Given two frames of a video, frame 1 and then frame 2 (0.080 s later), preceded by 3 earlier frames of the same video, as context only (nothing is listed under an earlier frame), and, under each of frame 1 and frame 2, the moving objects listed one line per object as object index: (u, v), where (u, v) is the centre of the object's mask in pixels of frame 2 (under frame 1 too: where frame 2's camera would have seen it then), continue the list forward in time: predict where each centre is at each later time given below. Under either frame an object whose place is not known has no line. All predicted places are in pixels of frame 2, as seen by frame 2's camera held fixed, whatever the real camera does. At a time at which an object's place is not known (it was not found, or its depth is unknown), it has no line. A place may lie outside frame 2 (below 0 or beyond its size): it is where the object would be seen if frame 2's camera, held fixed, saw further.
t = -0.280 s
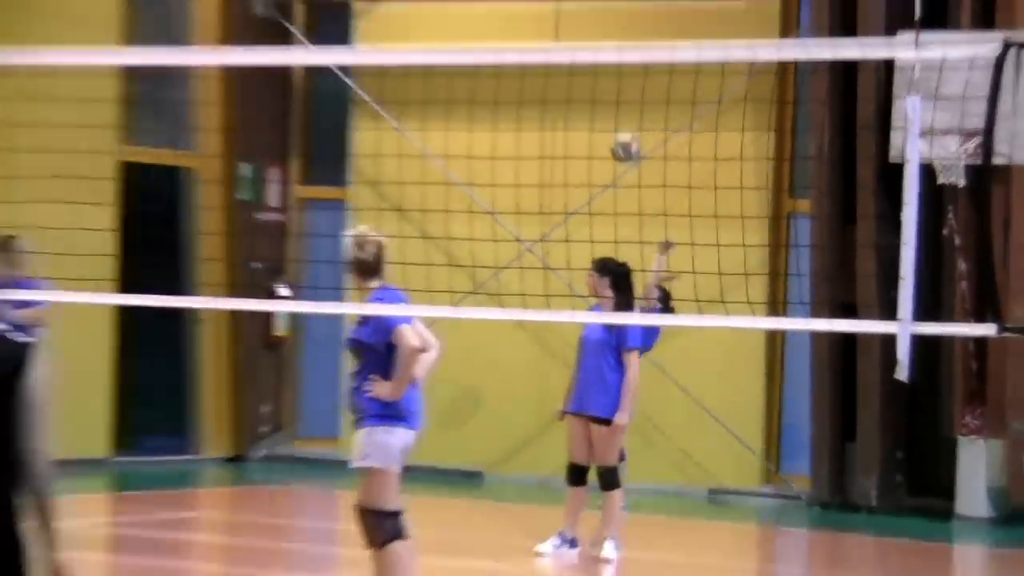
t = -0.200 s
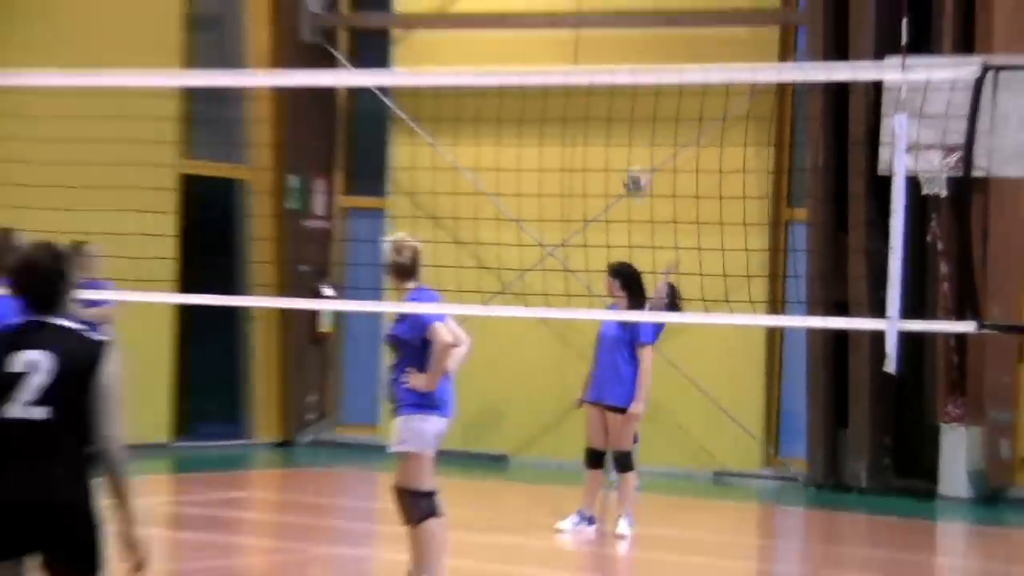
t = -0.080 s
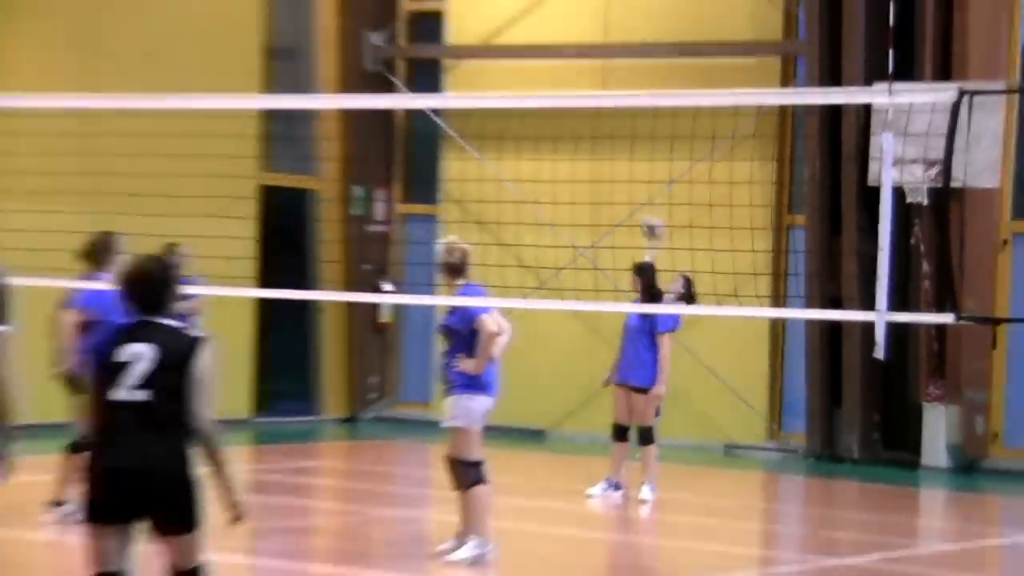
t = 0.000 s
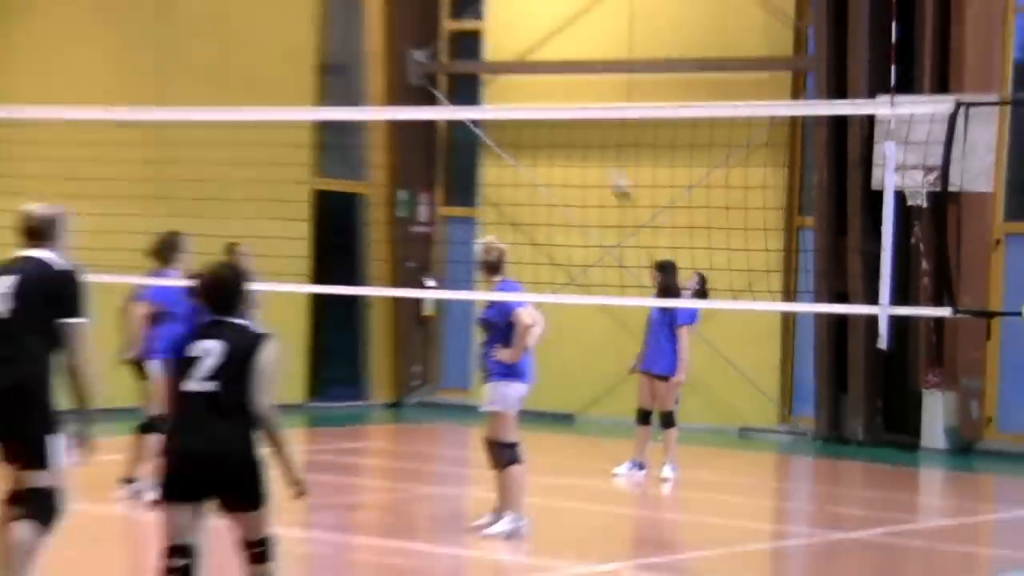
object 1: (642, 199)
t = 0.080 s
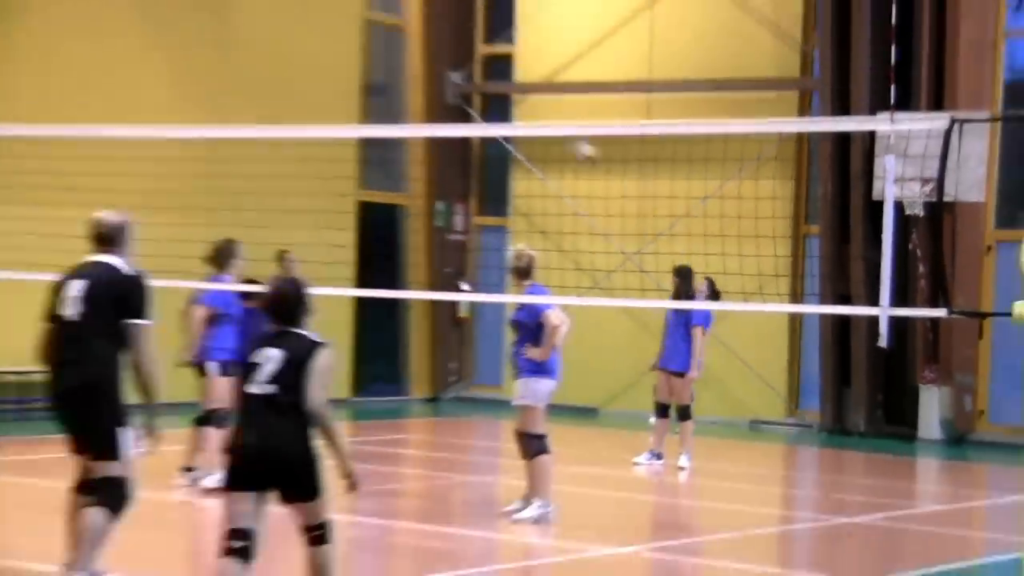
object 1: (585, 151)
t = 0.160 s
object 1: (521, 113)
